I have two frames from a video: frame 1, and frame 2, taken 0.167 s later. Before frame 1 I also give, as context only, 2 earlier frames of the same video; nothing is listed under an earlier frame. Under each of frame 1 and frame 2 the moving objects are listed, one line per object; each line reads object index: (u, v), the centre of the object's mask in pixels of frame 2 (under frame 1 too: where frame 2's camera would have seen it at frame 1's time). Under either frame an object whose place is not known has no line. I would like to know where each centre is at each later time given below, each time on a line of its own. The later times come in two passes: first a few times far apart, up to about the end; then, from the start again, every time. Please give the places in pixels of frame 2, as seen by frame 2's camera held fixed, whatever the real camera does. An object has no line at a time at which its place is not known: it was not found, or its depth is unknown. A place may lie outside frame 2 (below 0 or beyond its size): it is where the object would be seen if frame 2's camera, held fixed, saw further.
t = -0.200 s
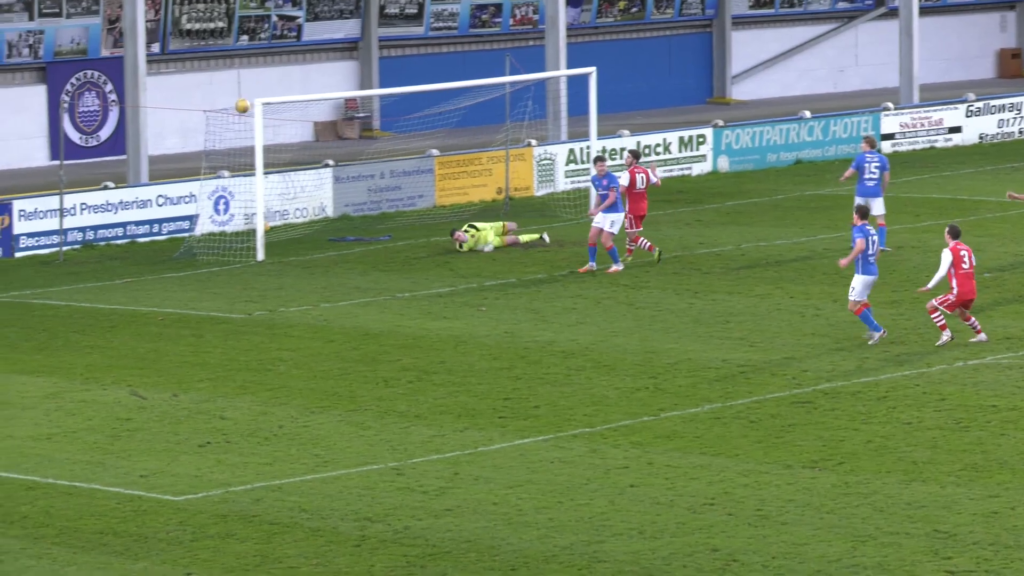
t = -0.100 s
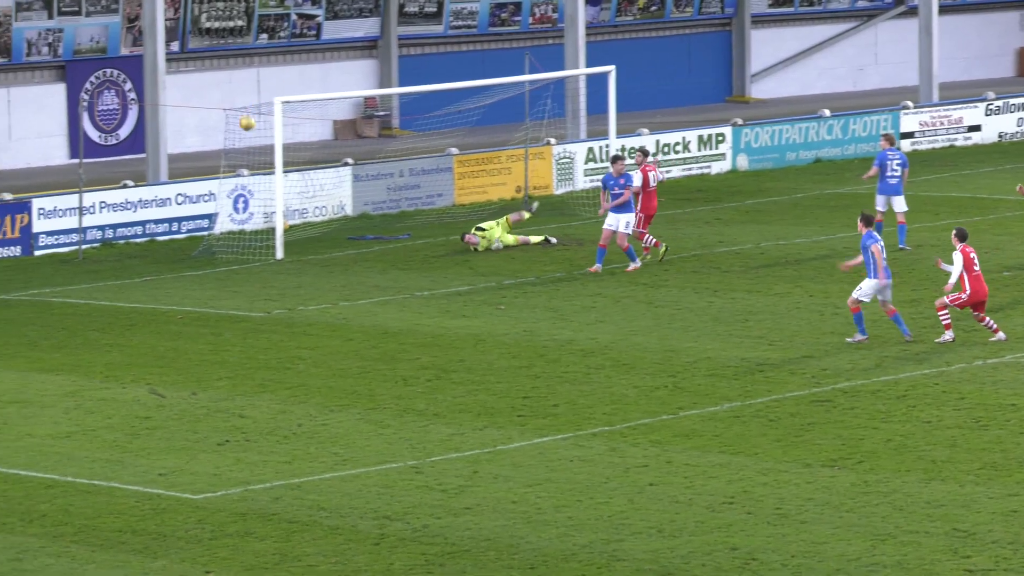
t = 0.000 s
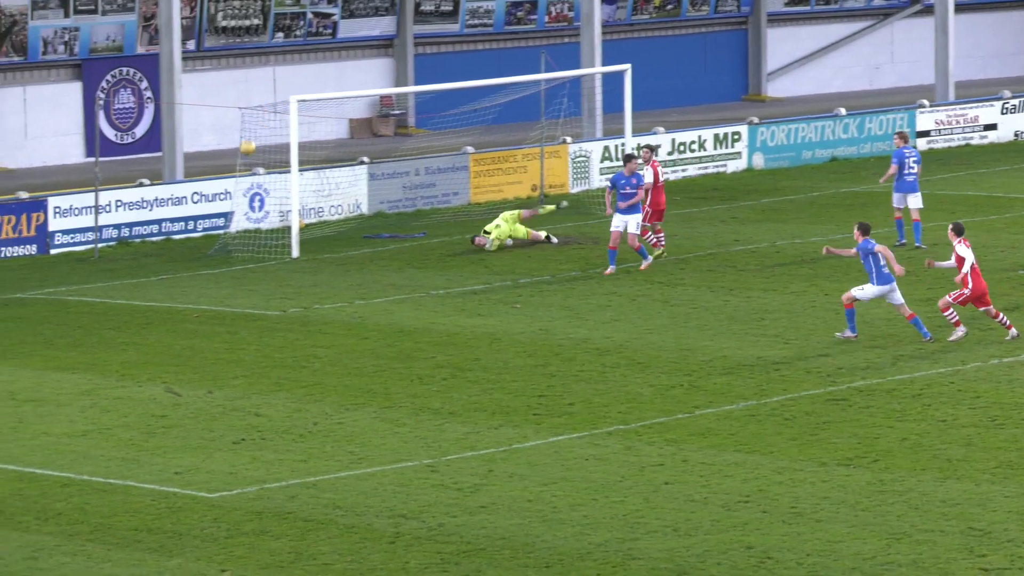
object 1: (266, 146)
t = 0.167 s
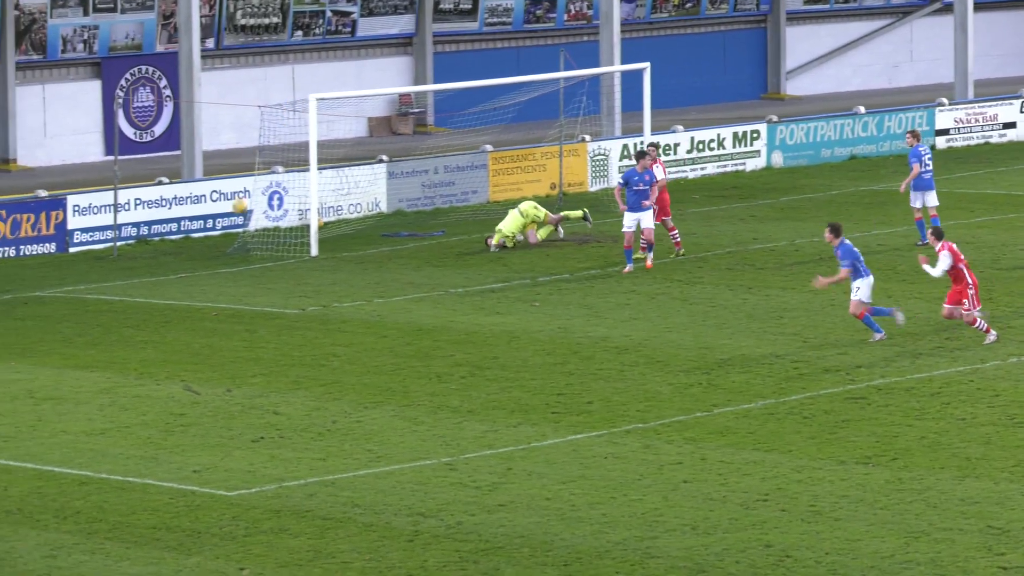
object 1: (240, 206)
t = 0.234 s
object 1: (229, 236)
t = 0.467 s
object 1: (188, 275)
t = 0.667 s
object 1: (154, 253)
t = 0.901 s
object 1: (112, 263)
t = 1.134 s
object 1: (68, 314)
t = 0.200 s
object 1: (234, 220)
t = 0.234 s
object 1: (229, 236)
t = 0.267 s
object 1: (223, 252)
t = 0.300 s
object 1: (217, 269)
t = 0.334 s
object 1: (212, 288)
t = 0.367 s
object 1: (206, 296)
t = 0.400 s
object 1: (200, 289)
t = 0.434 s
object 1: (194, 282)
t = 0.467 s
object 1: (188, 275)
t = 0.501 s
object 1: (183, 270)
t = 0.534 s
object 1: (177, 264)
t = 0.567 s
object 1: (171, 260)
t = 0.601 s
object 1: (165, 257)
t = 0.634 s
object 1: (159, 254)
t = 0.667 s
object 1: (154, 253)
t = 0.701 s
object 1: (148, 252)
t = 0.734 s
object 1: (142, 252)
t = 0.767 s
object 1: (136, 252)
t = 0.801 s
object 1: (130, 253)
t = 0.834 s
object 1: (124, 256)
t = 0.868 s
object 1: (118, 259)
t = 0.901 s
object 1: (112, 263)
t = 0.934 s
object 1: (106, 268)
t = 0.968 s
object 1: (99, 273)
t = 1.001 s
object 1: (93, 280)
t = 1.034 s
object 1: (87, 287)
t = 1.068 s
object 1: (81, 295)
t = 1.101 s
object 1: (75, 304)
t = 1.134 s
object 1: (68, 314)
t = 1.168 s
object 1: (62, 326)
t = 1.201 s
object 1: (56, 333)
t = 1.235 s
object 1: (49, 330)
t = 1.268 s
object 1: (42, 328)
